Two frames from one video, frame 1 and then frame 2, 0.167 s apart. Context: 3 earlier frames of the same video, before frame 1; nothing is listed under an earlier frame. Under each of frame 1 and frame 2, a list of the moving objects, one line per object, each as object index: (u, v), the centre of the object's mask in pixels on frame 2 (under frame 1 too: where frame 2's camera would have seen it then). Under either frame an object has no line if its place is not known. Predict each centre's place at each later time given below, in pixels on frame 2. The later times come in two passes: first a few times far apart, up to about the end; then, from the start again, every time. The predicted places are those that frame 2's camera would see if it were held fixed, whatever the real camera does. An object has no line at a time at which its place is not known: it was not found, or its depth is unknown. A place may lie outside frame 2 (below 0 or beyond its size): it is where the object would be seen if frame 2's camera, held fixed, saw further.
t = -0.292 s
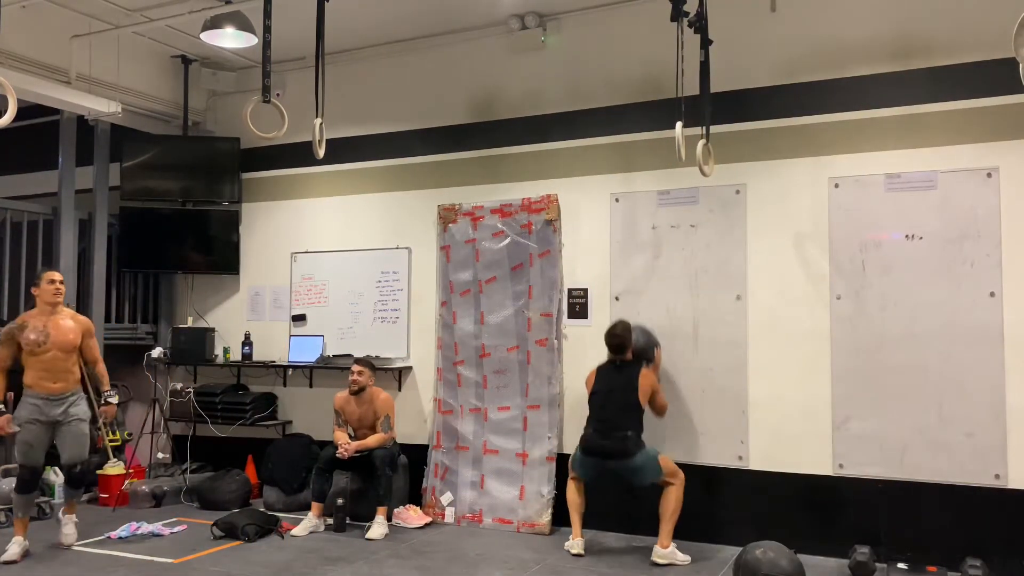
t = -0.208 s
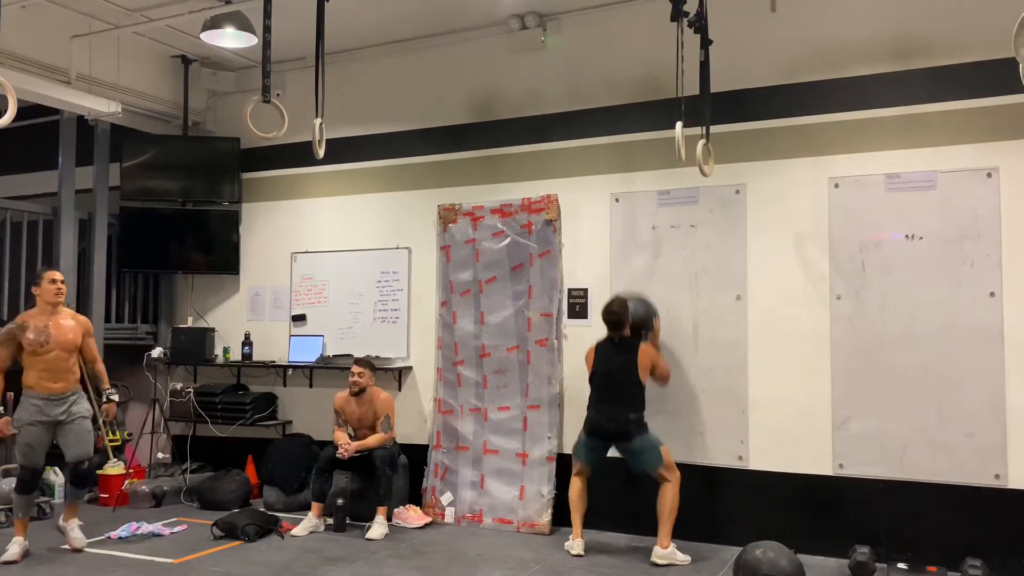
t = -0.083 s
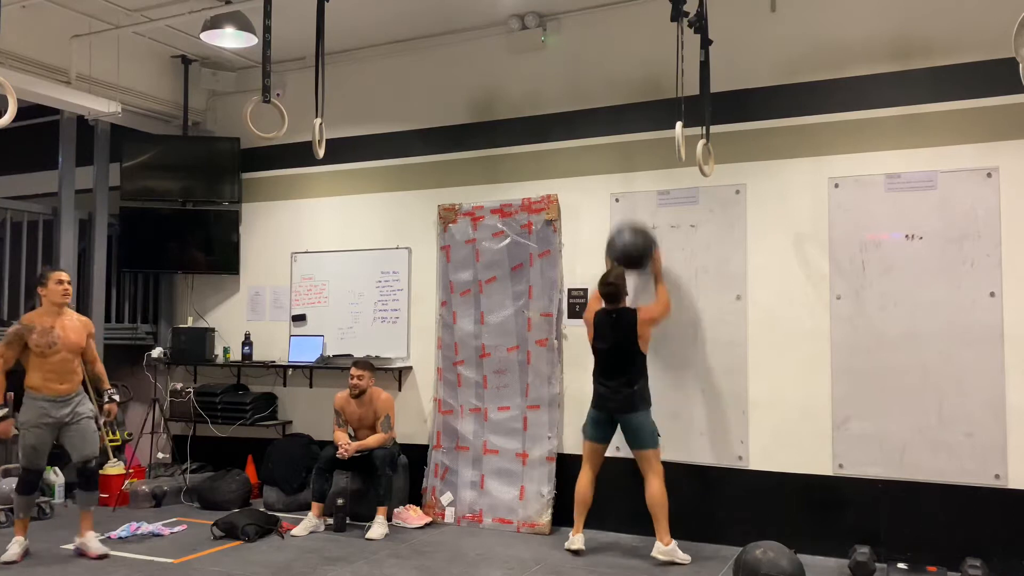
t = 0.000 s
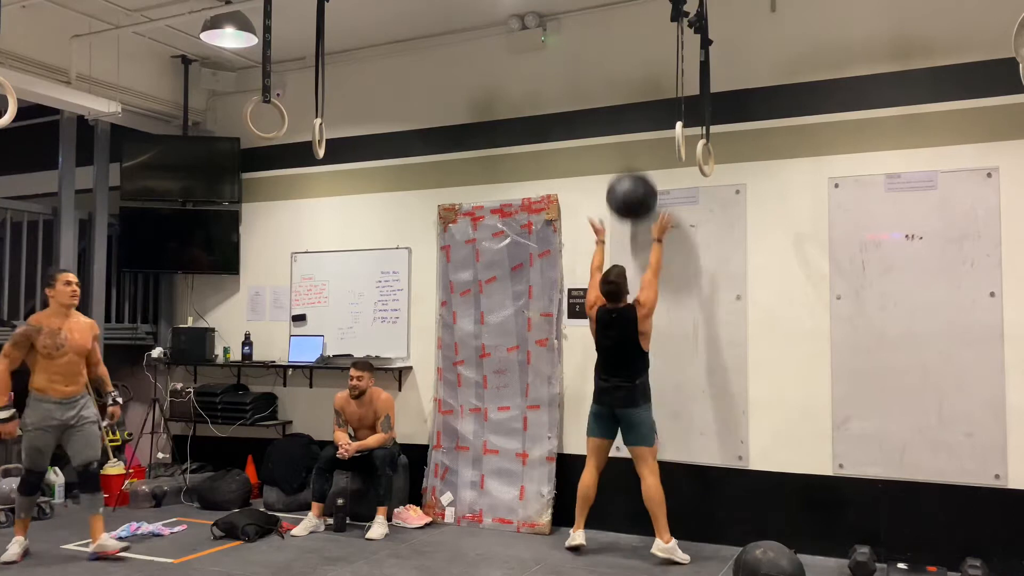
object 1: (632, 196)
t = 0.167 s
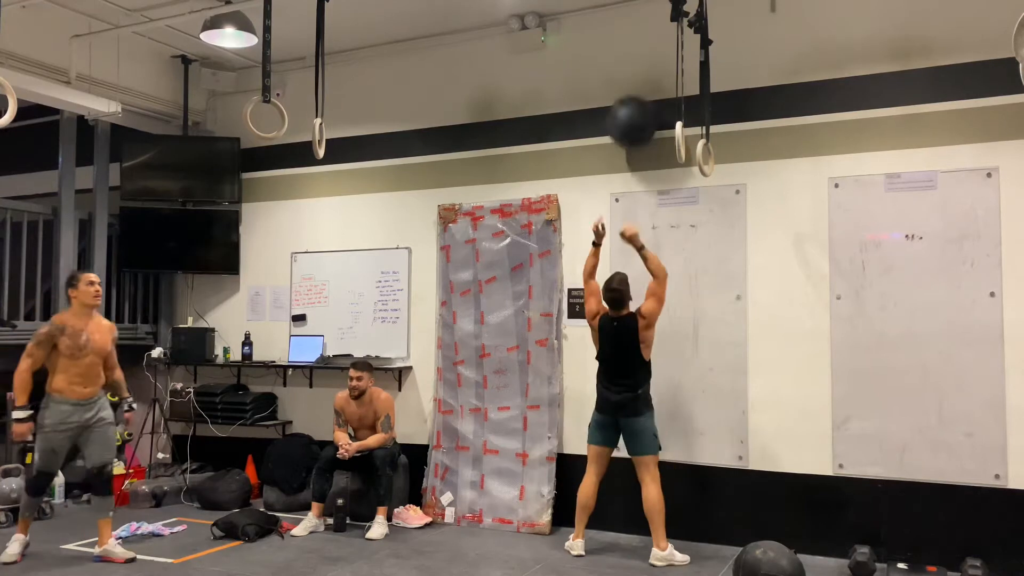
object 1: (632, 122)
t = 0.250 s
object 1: (632, 103)
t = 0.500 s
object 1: (631, 96)
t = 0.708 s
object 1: (628, 146)
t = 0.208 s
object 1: (631, 110)
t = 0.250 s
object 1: (632, 103)
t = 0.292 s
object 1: (631, 95)
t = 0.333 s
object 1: (631, 90)
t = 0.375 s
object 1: (631, 87)
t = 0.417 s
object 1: (631, 88)
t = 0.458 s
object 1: (631, 90)
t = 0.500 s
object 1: (631, 96)
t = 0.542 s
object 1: (630, 102)
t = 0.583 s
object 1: (629, 107)
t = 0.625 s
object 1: (628, 117)
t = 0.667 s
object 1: (629, 133)
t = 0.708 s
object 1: (628, 146)
